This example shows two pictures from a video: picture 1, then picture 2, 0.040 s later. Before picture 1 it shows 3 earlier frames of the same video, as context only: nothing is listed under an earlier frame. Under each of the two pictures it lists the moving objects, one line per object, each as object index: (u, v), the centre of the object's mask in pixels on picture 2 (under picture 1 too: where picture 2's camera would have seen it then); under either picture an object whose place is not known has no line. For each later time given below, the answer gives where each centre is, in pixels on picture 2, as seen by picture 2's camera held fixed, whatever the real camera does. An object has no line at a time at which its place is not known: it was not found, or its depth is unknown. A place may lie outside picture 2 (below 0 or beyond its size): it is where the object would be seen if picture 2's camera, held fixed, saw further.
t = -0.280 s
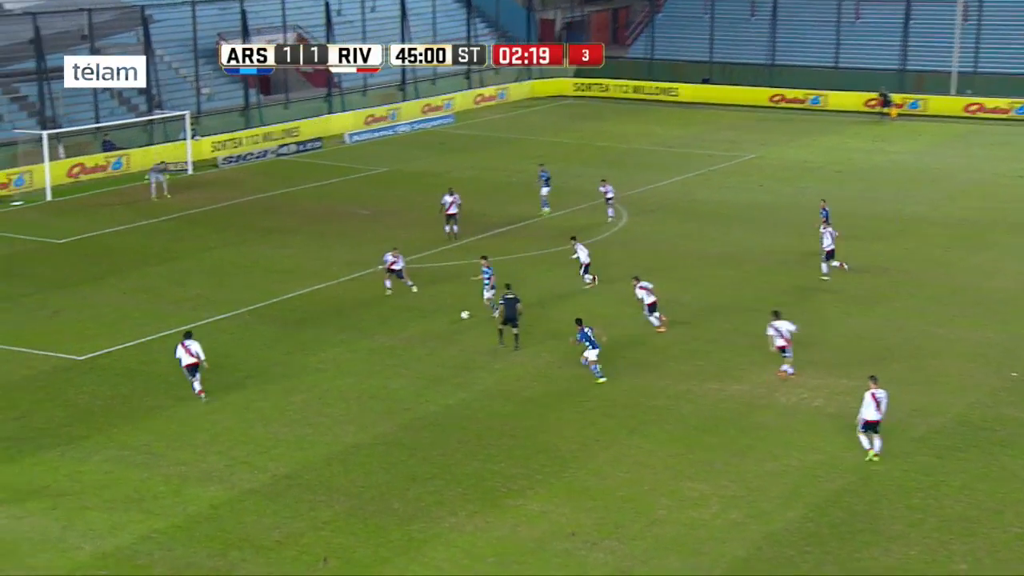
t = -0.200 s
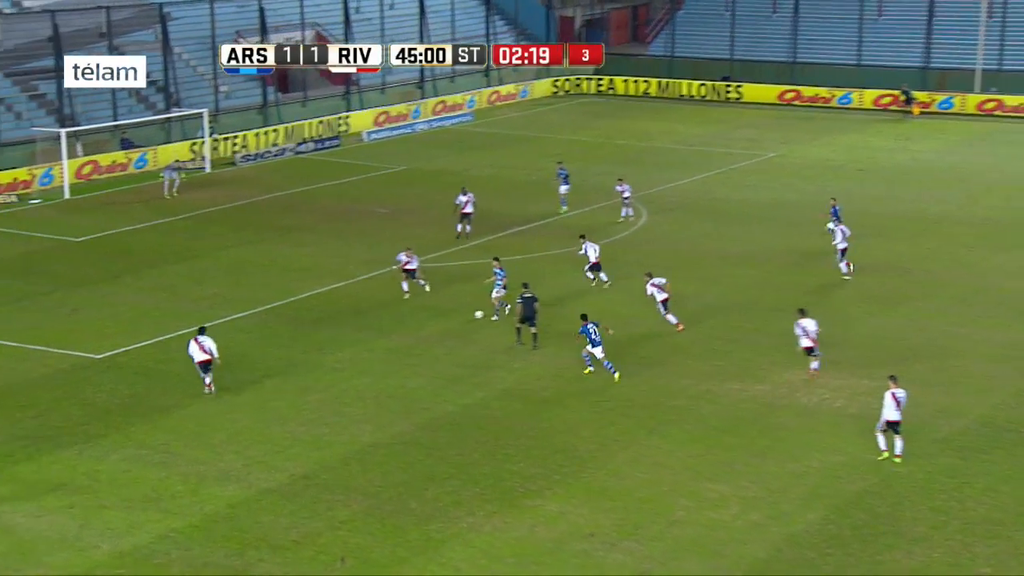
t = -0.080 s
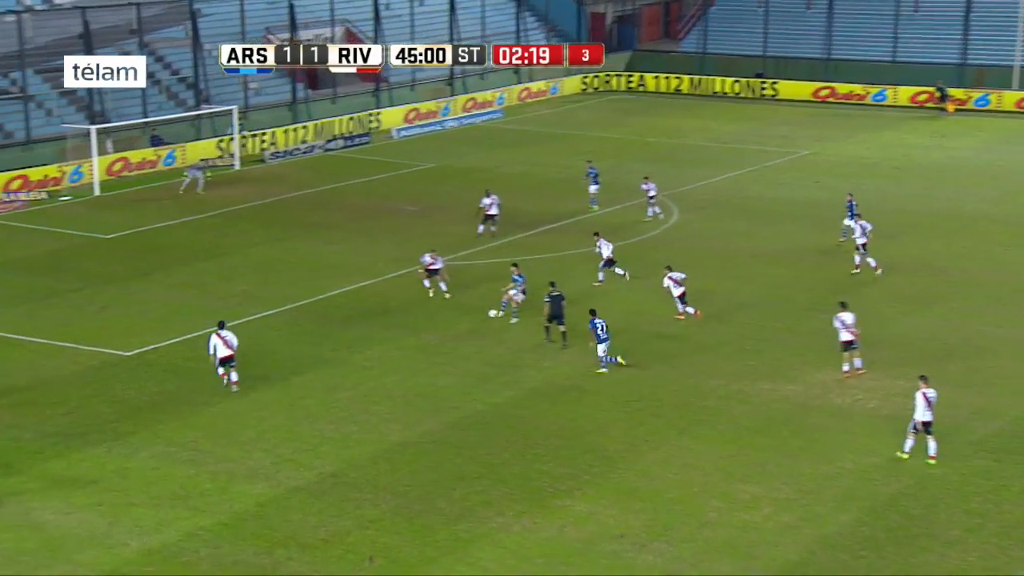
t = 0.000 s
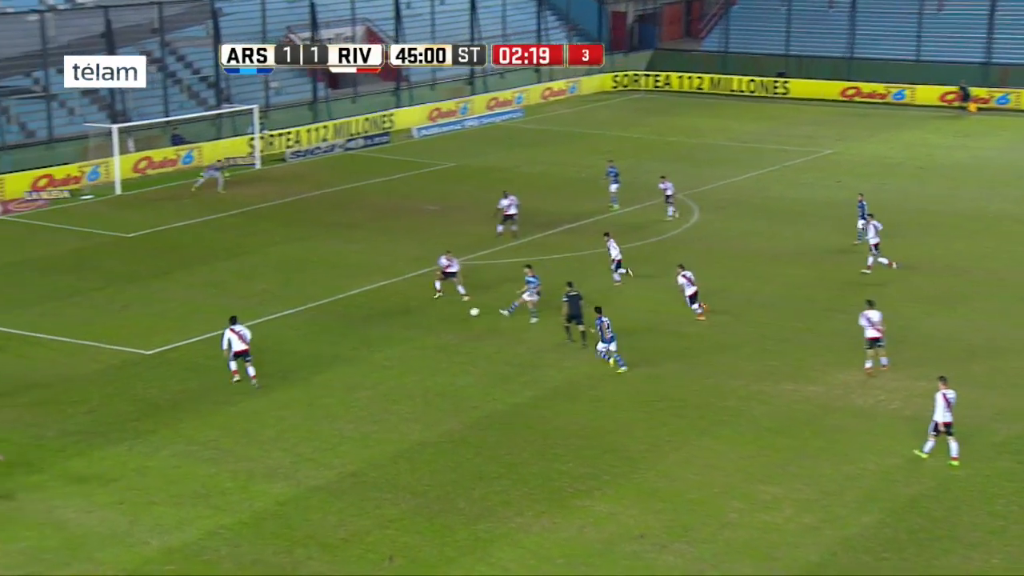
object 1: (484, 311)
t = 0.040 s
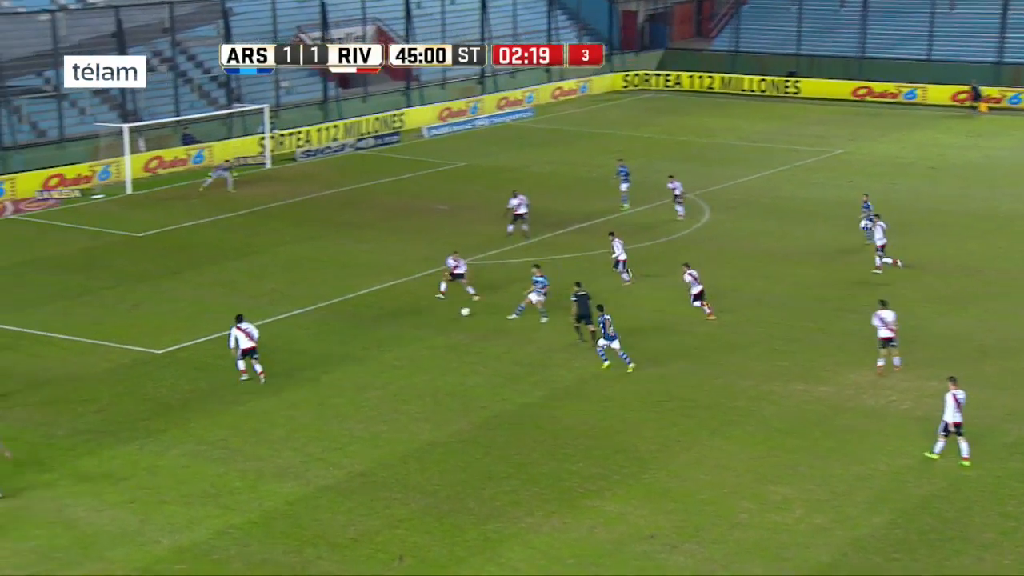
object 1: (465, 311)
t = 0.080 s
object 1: (447, 312)
